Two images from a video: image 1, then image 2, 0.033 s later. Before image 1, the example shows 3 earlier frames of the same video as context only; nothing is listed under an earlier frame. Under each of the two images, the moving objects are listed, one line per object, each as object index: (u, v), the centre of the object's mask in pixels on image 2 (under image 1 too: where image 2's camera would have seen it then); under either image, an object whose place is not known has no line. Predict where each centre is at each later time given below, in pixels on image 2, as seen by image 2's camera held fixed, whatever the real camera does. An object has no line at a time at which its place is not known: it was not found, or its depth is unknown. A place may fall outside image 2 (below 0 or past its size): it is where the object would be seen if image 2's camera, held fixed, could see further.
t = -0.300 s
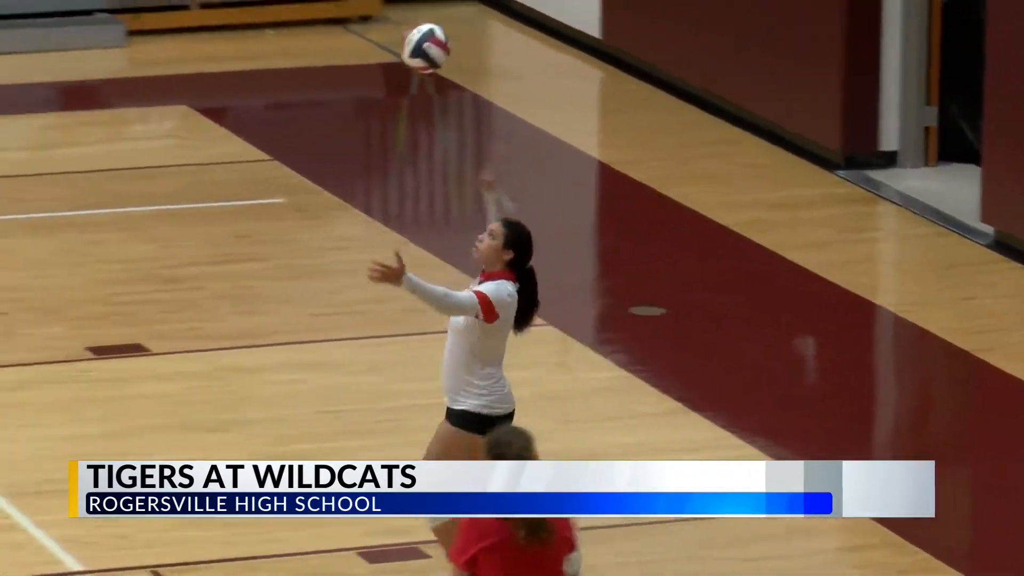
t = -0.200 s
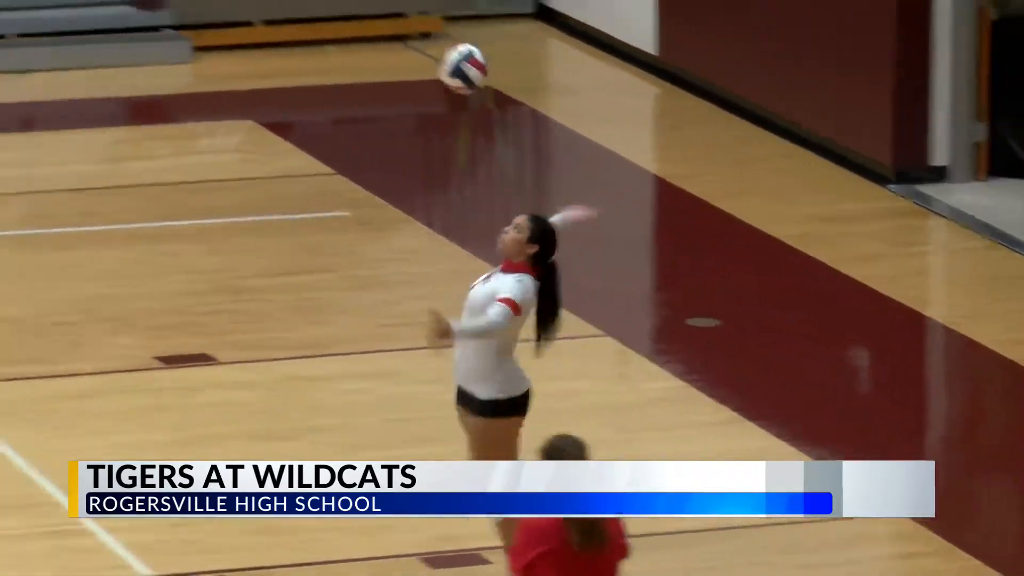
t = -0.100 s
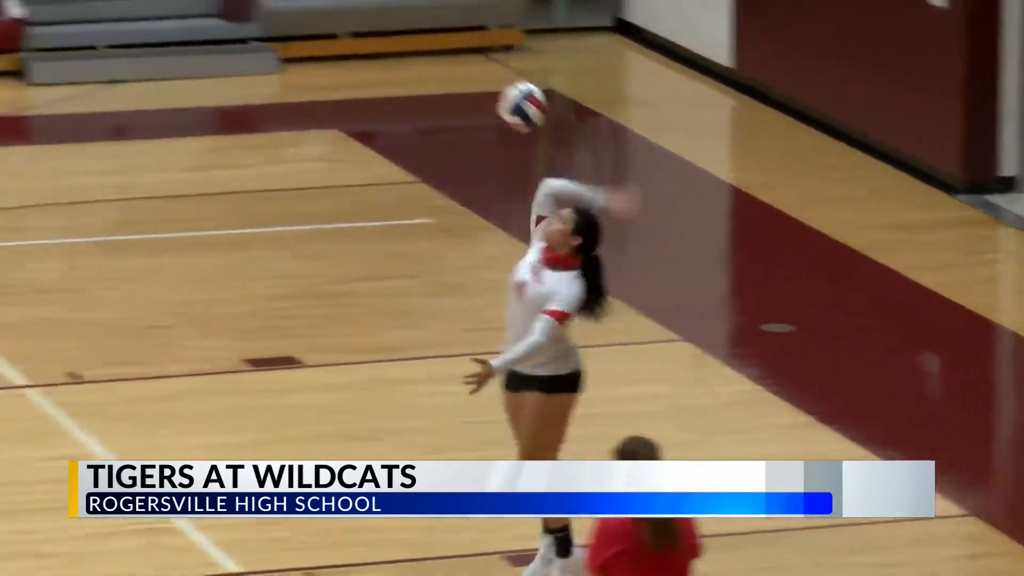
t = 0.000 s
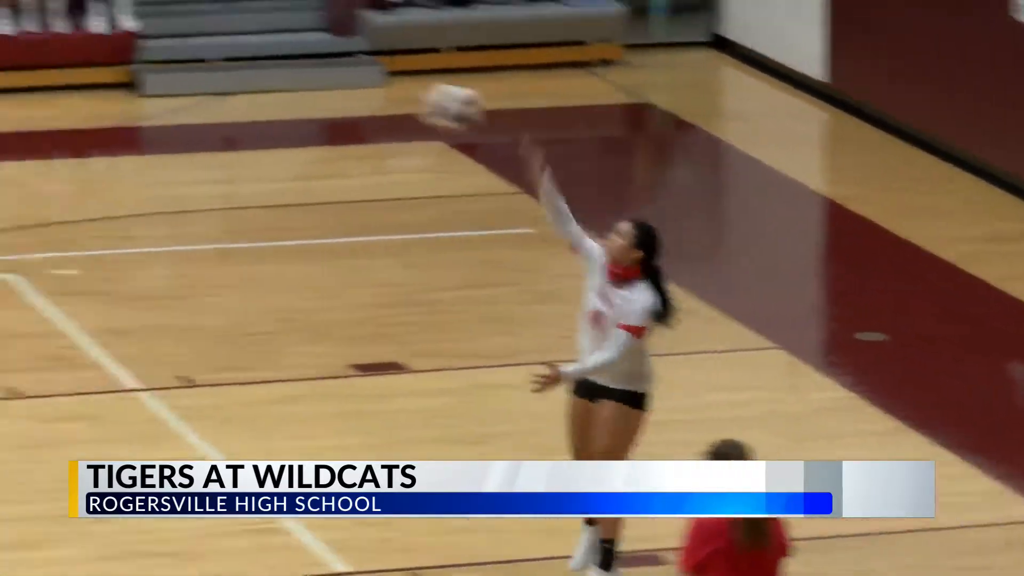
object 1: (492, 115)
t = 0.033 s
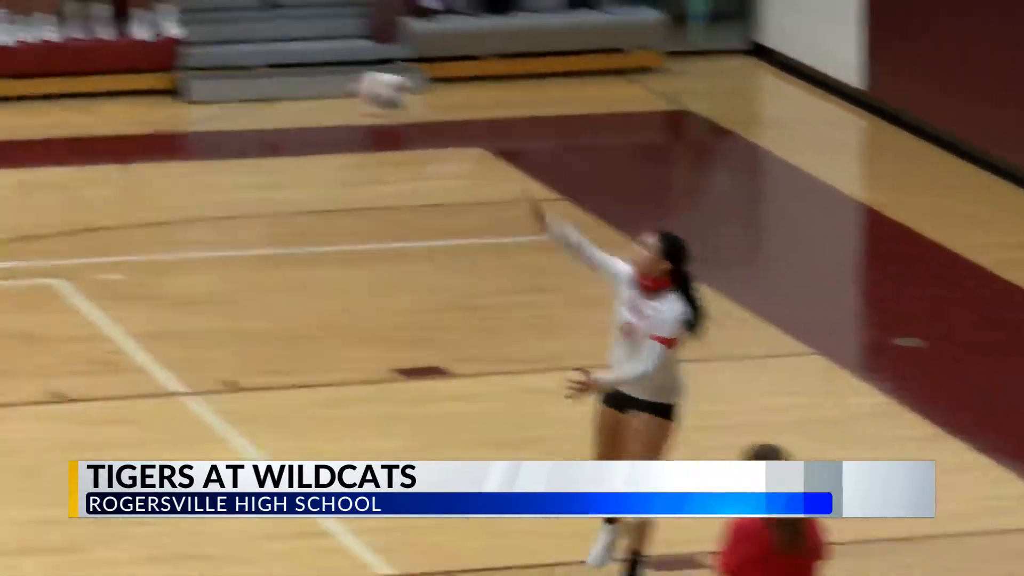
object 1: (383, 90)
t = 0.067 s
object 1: (269, 75)
